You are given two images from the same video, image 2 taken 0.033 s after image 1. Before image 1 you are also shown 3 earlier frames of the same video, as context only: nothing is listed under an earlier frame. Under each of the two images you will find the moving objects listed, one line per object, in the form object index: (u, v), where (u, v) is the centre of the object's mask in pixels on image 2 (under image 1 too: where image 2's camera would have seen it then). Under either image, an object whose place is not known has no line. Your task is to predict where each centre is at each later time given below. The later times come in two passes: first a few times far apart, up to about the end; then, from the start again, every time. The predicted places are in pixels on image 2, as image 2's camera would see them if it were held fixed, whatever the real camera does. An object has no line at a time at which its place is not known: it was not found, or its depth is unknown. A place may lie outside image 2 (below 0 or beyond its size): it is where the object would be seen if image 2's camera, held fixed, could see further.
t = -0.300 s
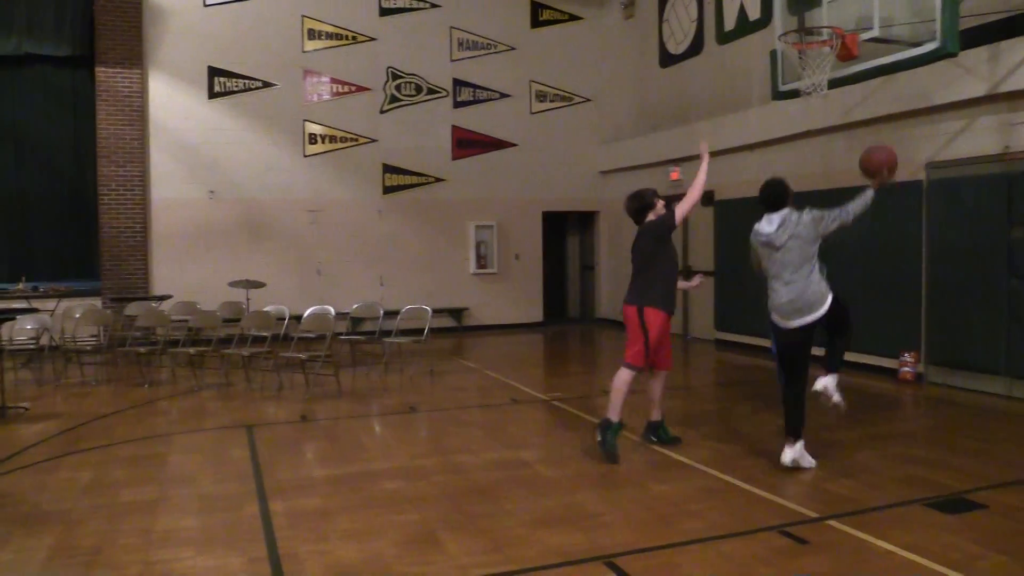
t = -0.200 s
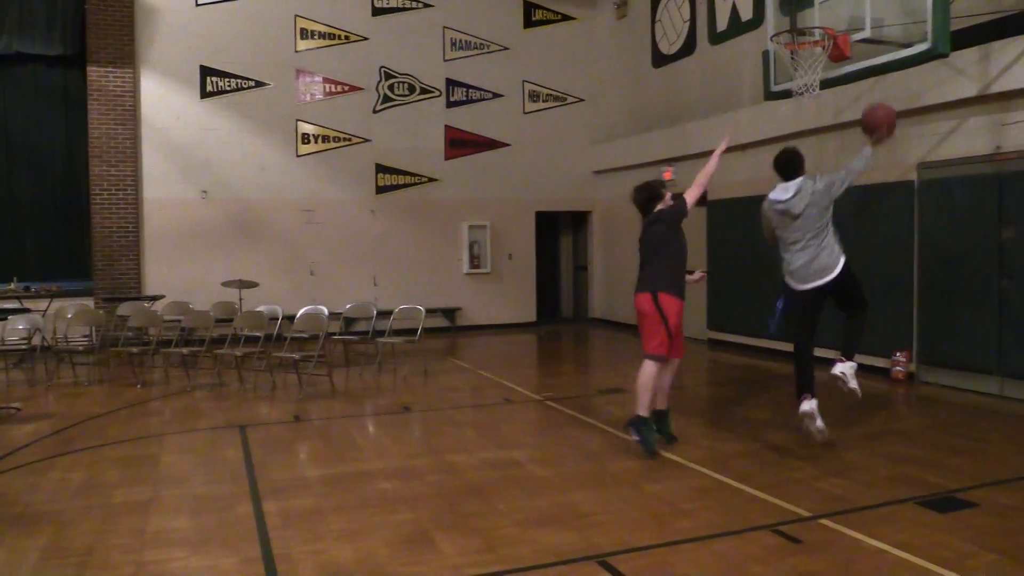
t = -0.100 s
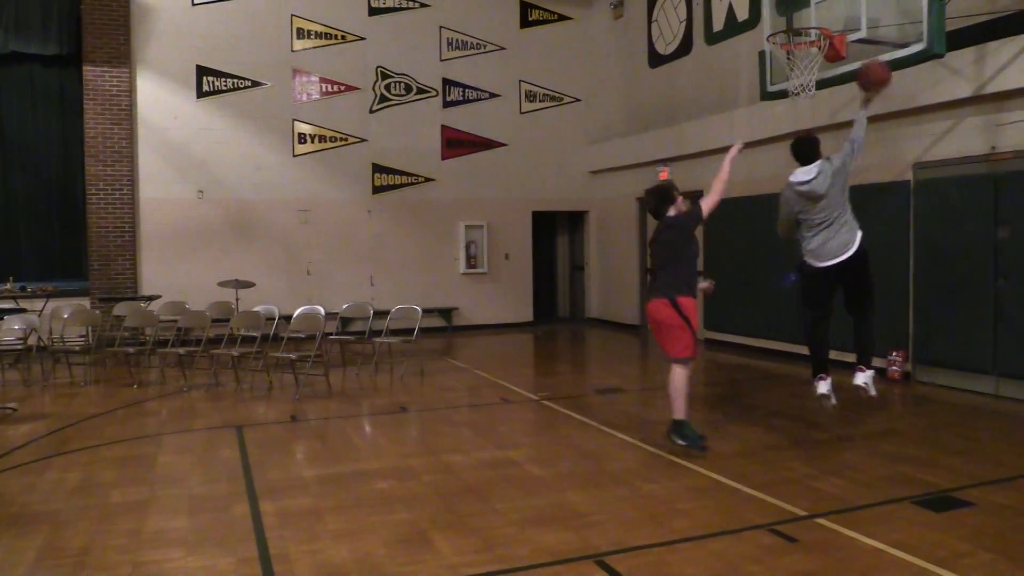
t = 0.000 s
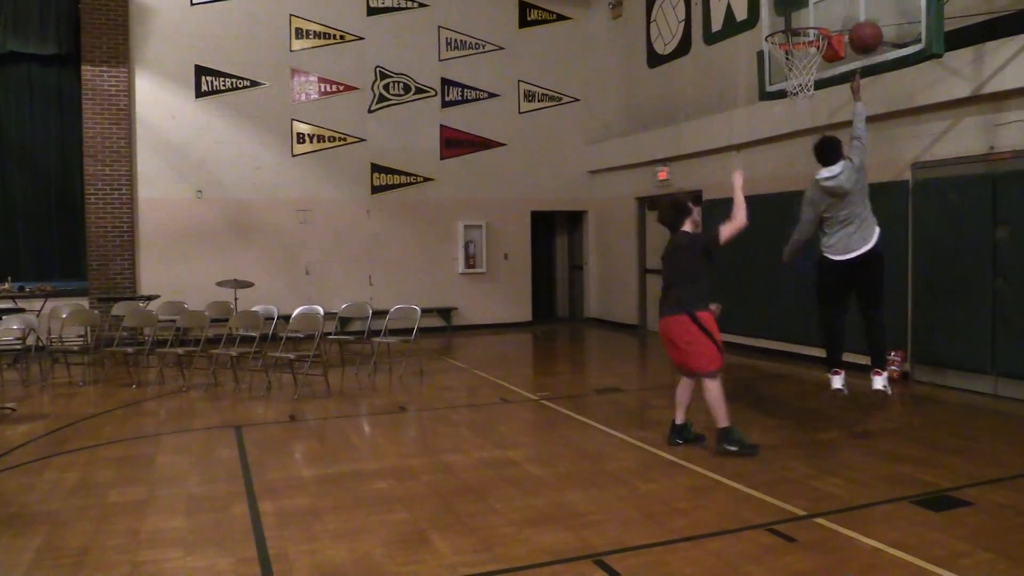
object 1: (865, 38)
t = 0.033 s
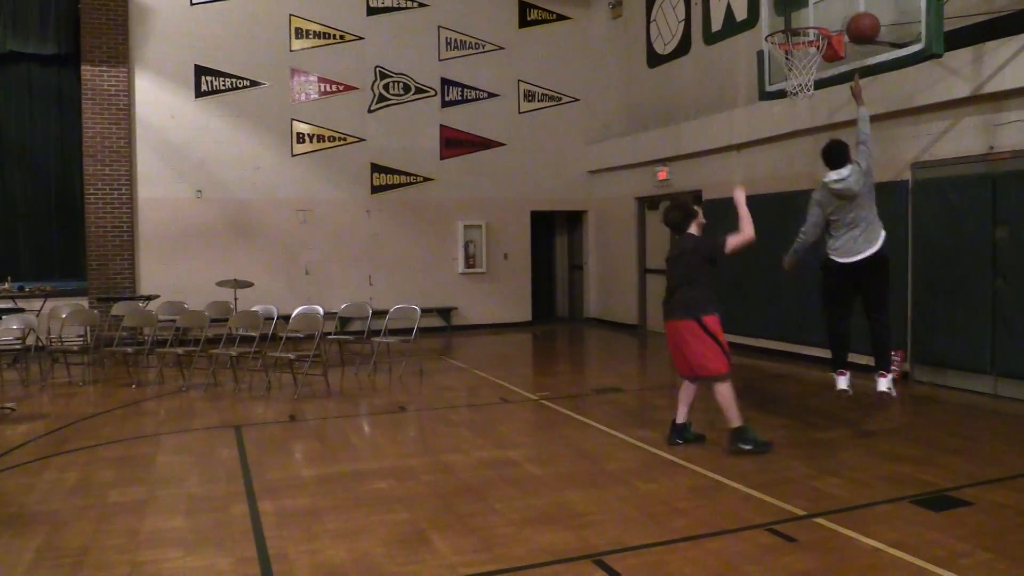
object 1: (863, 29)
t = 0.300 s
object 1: (819, 12)
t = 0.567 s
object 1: (778, 67)
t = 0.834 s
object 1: (788, 132)
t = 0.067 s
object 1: (861, 21)
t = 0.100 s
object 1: (859, 16)
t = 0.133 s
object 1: (852, 13)
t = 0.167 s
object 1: (845, 11)
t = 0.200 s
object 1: (839, 10)
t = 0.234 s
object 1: (832, 10)
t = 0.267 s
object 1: (826, 11)
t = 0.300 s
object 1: (819, 12)
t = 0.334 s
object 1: (813, 14)
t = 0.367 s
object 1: (807, 17)
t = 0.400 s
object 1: (801, 23)
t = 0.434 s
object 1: (794, 31)
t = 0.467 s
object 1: (789, 43)
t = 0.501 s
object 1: (781, 51)
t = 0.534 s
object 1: (779, 59)
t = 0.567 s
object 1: (778, 67)
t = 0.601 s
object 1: (779, 78)
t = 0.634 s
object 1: (780, 77)
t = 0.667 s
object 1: (781, 79)
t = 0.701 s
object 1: (783, 90)
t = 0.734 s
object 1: (784, 99)
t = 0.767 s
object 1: (785, 107)
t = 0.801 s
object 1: (787, 120)
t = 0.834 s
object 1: (788, 132)
